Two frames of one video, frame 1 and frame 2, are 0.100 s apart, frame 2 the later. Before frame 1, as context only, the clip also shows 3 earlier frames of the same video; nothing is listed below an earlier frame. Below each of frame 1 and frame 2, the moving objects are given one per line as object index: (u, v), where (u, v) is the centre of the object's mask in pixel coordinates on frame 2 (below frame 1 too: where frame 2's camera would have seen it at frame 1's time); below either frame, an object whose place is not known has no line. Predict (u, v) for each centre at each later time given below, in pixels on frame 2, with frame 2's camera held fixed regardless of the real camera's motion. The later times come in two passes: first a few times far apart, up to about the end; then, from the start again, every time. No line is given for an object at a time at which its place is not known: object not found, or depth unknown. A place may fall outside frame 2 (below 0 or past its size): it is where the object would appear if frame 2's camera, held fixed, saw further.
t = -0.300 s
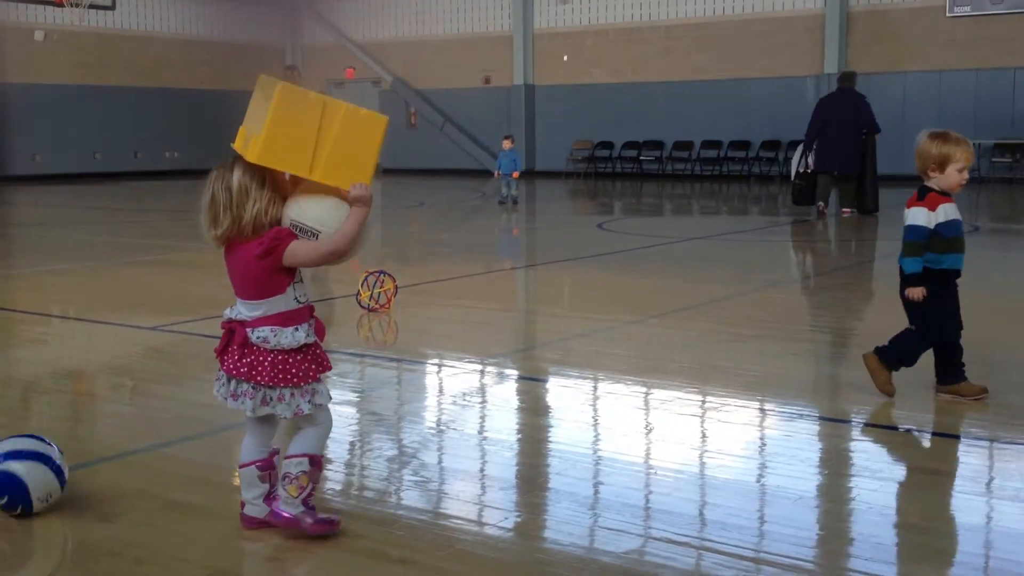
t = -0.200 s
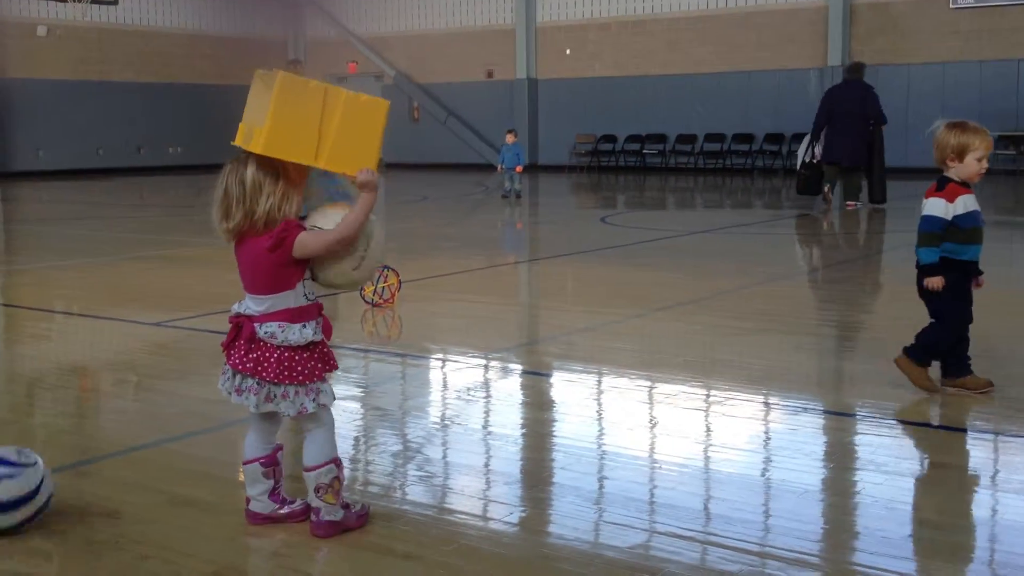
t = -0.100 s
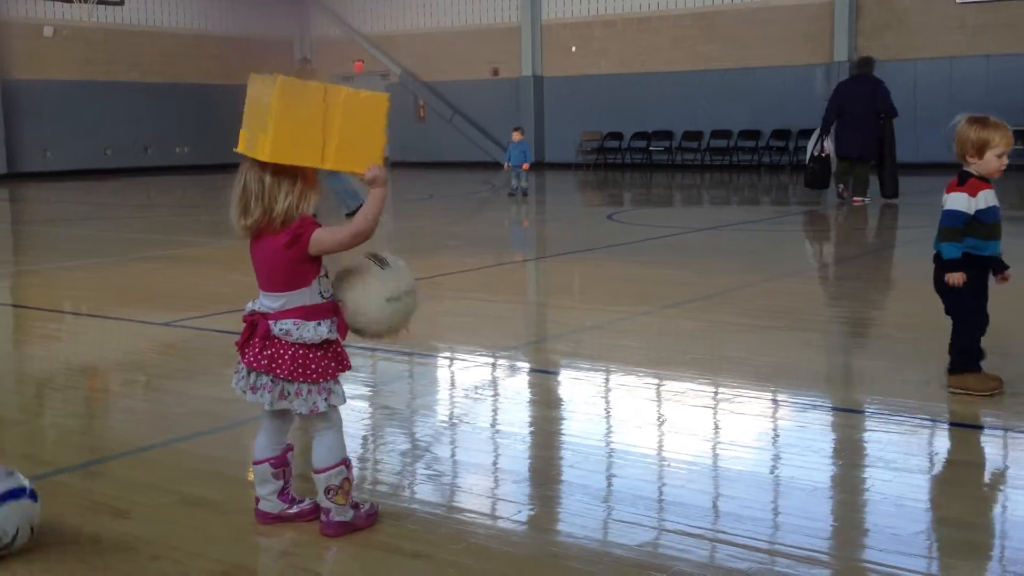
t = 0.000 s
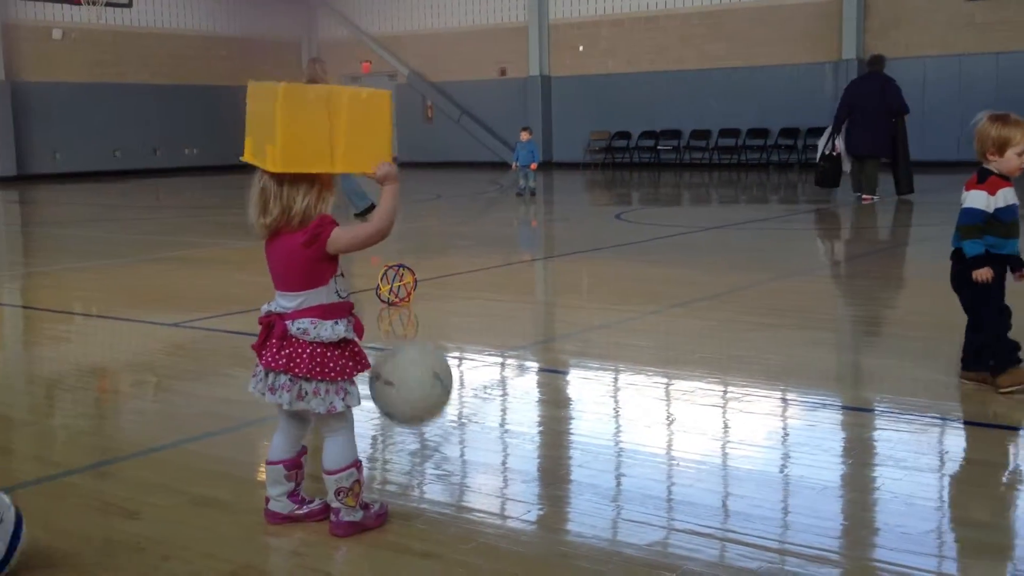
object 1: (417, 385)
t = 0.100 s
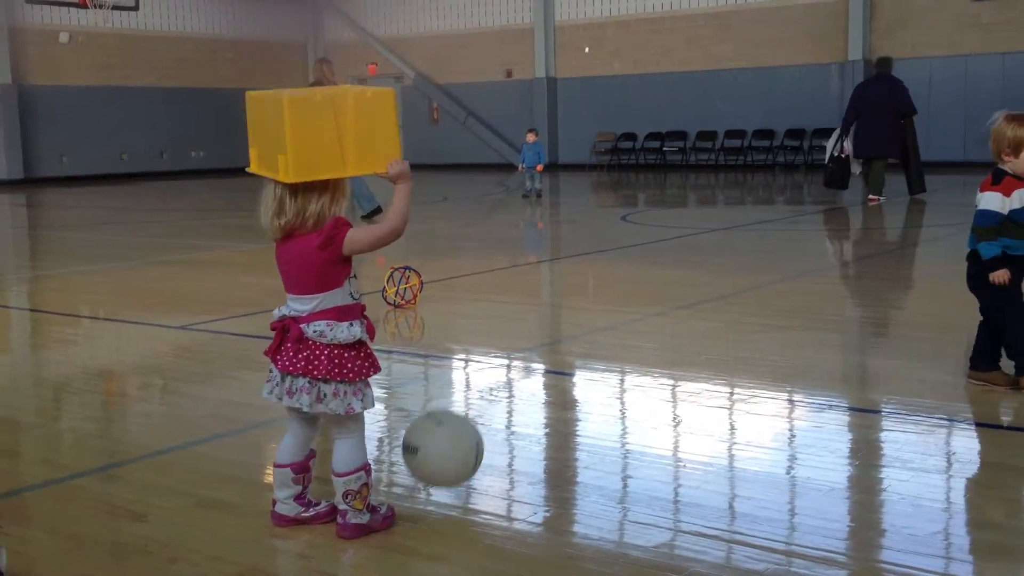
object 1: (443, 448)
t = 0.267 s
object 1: (477, 351)
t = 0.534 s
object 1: (533, 396)
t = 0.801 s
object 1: (585, 371)
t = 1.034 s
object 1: (627, 399)
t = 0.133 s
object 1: (449, 421)
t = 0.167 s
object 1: (456, 398)
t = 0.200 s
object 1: (463, 379)
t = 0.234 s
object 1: (470, 362)
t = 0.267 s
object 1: (477, 351)
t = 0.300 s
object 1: (484, 343)
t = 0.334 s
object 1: (491, 340)
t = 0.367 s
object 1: (498, 339)
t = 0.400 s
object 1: (504, 342)
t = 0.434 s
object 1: (512, 350)
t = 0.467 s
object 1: (520, 363)
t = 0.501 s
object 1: (526, 377)
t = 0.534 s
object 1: (533, 396)
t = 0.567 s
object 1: (542, 420)
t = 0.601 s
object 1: (549, 437)
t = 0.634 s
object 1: (555, 417)
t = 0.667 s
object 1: (561, 400)
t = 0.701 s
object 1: (567, 388)
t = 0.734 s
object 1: (573, 380)
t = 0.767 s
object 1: (578, 374)
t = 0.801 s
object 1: (585, 371)
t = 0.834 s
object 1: (590, 373)
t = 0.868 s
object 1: (598, 378)
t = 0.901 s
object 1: (602, 384)
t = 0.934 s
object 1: (610, 400)
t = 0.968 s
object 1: (617, 417)
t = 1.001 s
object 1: (622, 412)
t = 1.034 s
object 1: (627, 399)
